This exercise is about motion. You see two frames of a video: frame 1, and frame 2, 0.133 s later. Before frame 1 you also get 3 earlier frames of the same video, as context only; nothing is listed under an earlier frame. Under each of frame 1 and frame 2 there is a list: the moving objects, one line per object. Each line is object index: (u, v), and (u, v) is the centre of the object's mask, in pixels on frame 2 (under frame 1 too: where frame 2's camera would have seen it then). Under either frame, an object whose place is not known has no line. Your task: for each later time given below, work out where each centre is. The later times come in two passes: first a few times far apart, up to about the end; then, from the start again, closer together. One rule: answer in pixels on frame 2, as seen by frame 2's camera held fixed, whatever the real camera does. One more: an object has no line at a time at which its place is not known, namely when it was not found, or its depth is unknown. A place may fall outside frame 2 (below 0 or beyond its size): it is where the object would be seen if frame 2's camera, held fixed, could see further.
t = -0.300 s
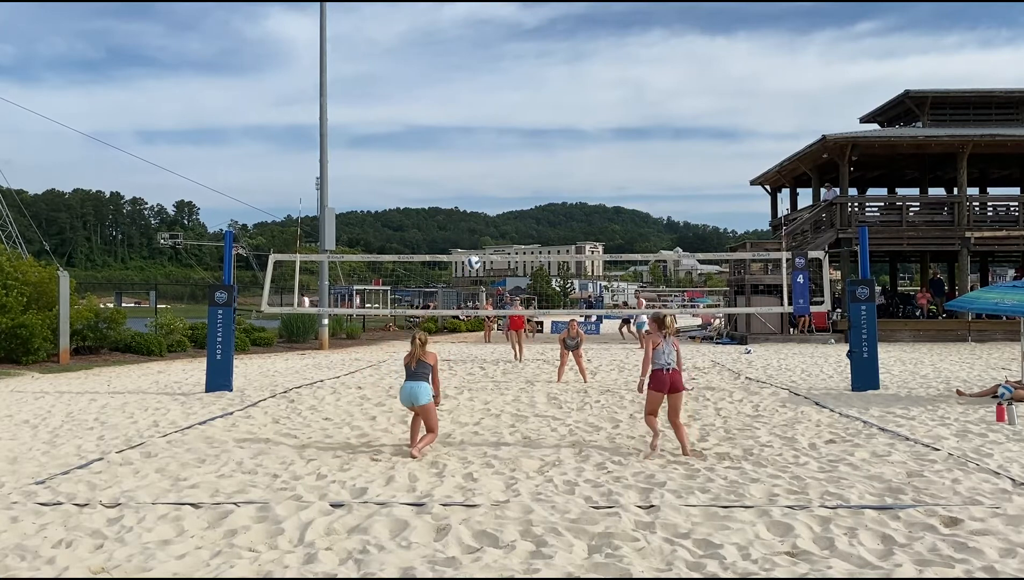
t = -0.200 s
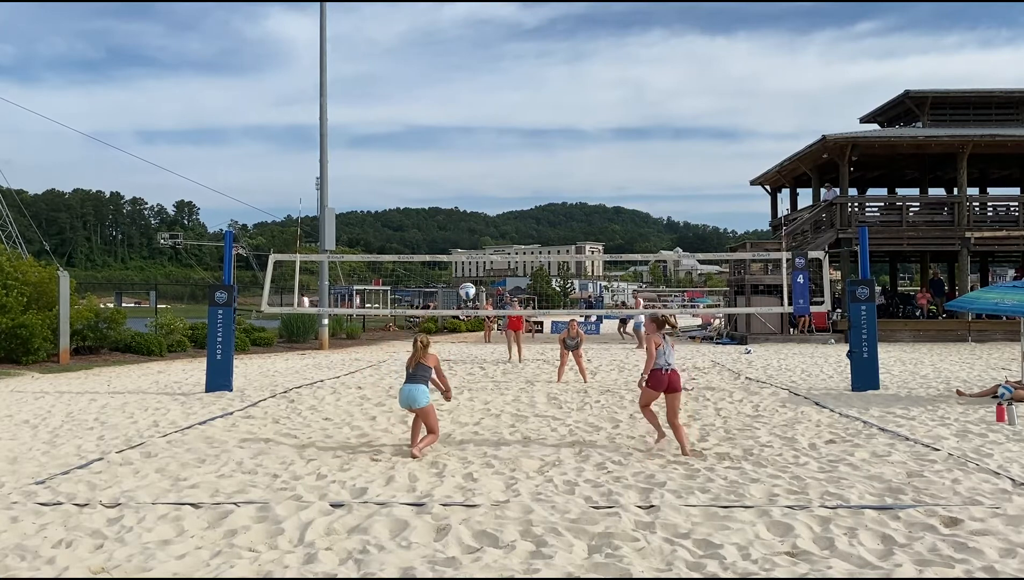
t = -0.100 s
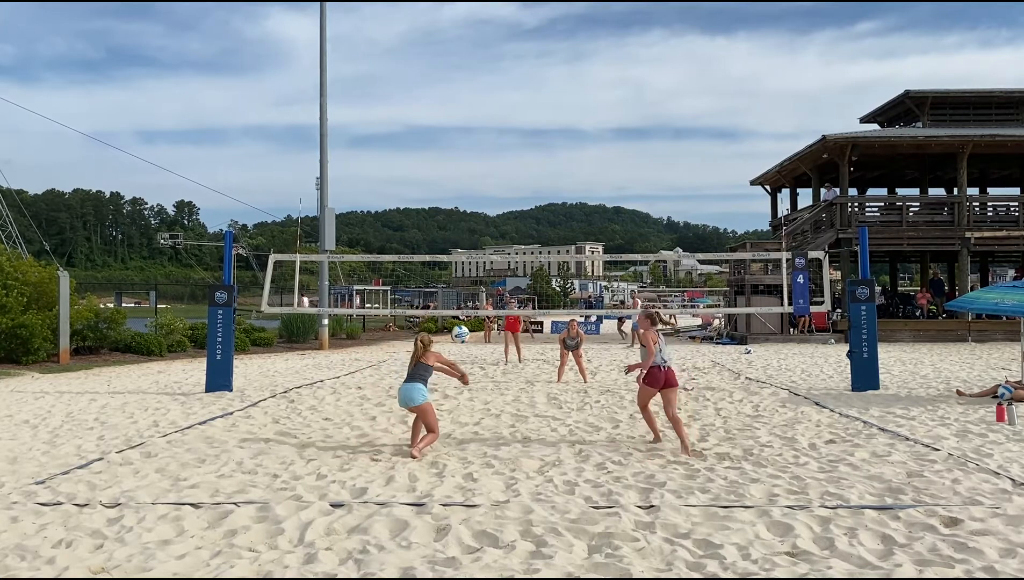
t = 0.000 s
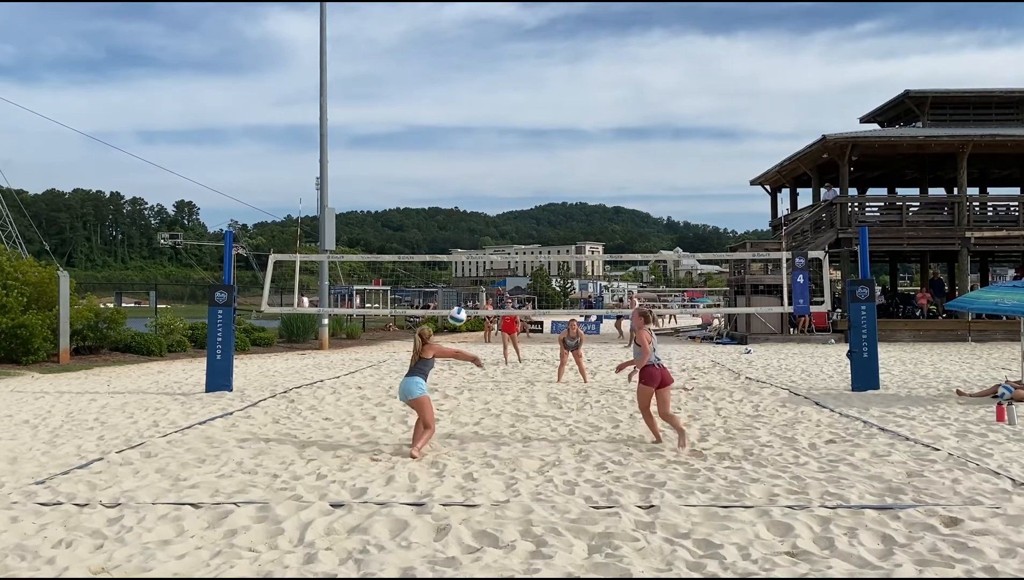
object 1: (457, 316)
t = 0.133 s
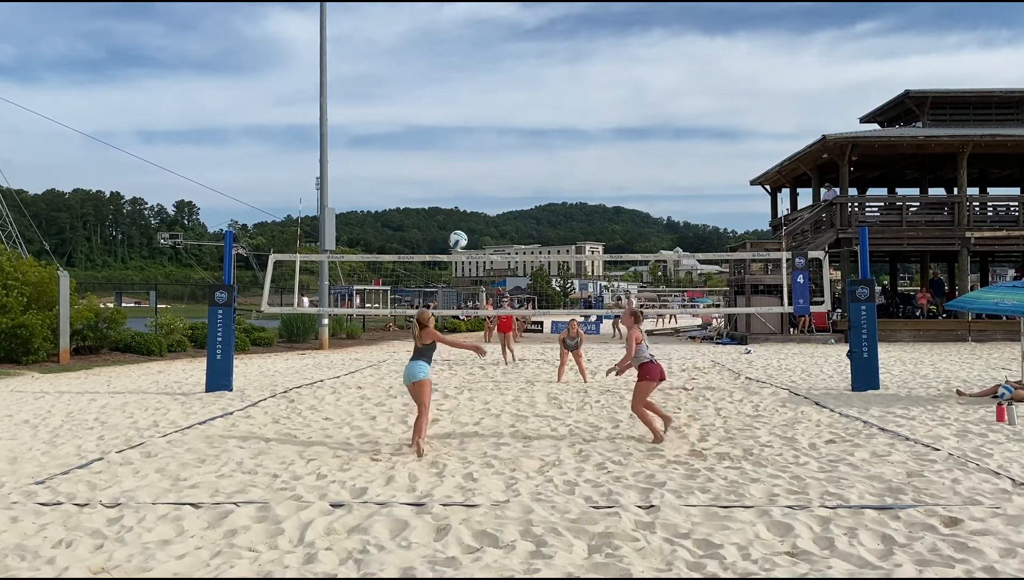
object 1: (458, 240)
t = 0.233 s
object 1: (457, 196)
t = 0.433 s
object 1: (457, 136)
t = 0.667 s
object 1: (455, 110)
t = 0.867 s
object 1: (454, 122)
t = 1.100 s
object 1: (454, 170)
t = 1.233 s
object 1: (454, 214)
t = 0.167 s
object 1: (458, 224)
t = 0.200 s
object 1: (458, 209)
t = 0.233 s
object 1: (457, 196)
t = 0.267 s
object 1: (457, 183)
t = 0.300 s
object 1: (457, 171)
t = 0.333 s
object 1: (457, 161)
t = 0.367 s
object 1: (457, 151)
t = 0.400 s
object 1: (457, 143)
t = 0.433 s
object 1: (457, 136)
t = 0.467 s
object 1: (457, 129)
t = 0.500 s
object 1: (456, 123)
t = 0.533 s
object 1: (456, 119)
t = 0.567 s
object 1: (456, 115)
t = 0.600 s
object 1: (456, 113)
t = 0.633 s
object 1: (455, 111)
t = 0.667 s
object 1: (455, 110)
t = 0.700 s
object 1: (455, 110)
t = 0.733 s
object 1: (455, 110)
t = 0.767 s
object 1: (455, 112)
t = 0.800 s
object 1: (455, 114)
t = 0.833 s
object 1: (454, 118)
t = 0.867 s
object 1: (454, 122)
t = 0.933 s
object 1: (454, 132)
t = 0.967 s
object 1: (454, 138)
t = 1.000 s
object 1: (454, 145)
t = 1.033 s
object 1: (454, 153)
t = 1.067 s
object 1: (454, 162)
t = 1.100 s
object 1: (454, 170)
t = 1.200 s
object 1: (454, 202)
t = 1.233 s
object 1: (454, 214)
